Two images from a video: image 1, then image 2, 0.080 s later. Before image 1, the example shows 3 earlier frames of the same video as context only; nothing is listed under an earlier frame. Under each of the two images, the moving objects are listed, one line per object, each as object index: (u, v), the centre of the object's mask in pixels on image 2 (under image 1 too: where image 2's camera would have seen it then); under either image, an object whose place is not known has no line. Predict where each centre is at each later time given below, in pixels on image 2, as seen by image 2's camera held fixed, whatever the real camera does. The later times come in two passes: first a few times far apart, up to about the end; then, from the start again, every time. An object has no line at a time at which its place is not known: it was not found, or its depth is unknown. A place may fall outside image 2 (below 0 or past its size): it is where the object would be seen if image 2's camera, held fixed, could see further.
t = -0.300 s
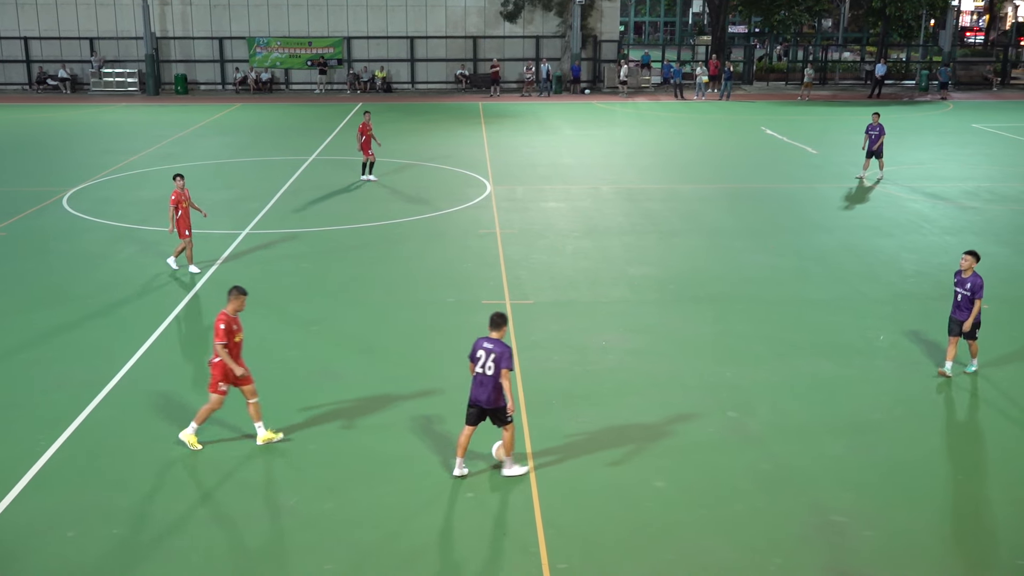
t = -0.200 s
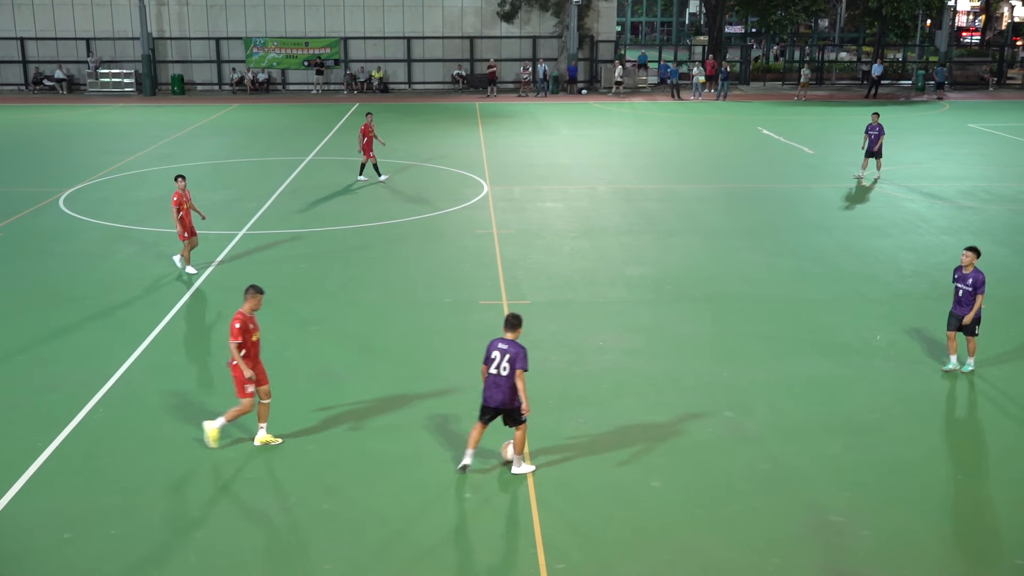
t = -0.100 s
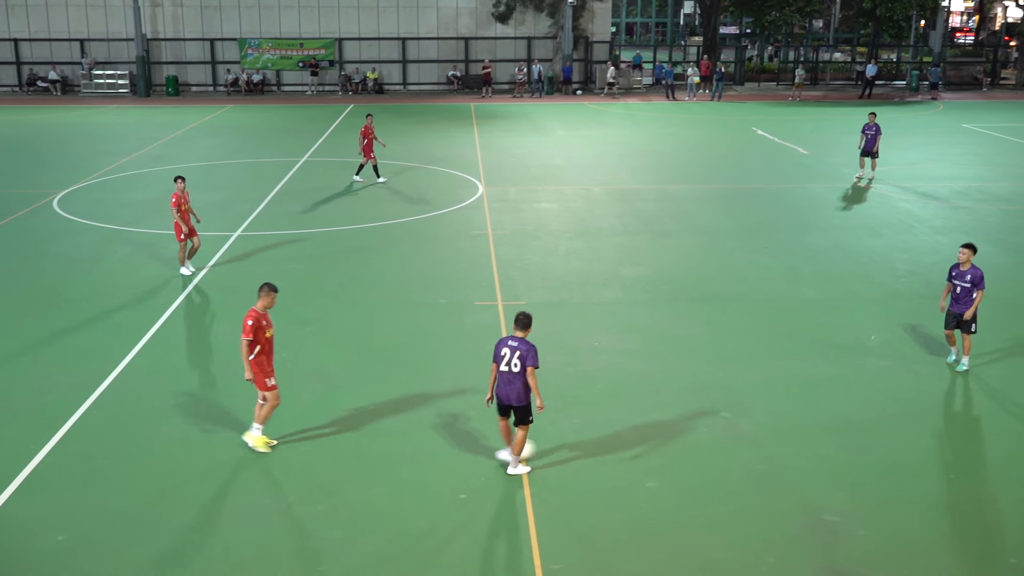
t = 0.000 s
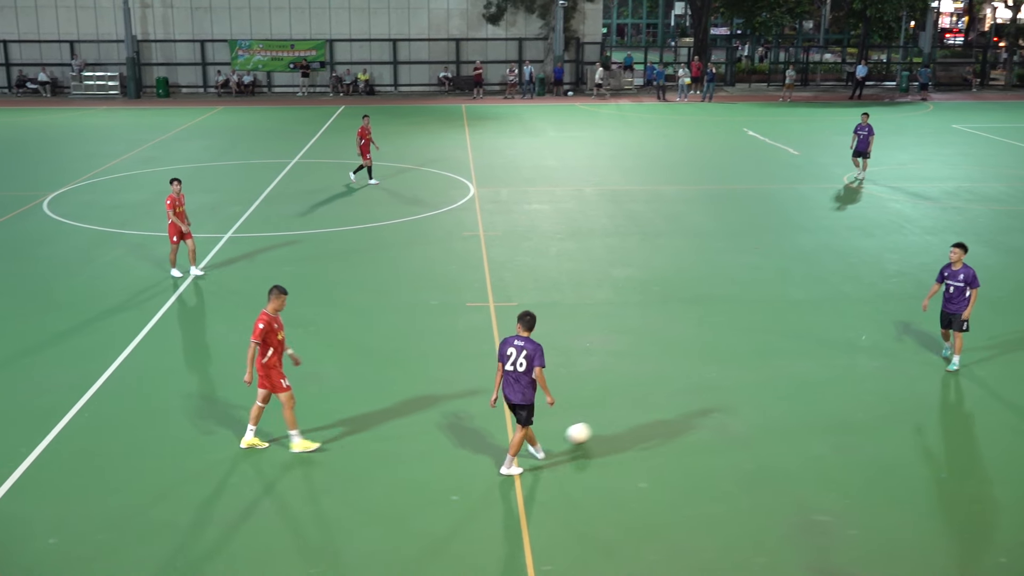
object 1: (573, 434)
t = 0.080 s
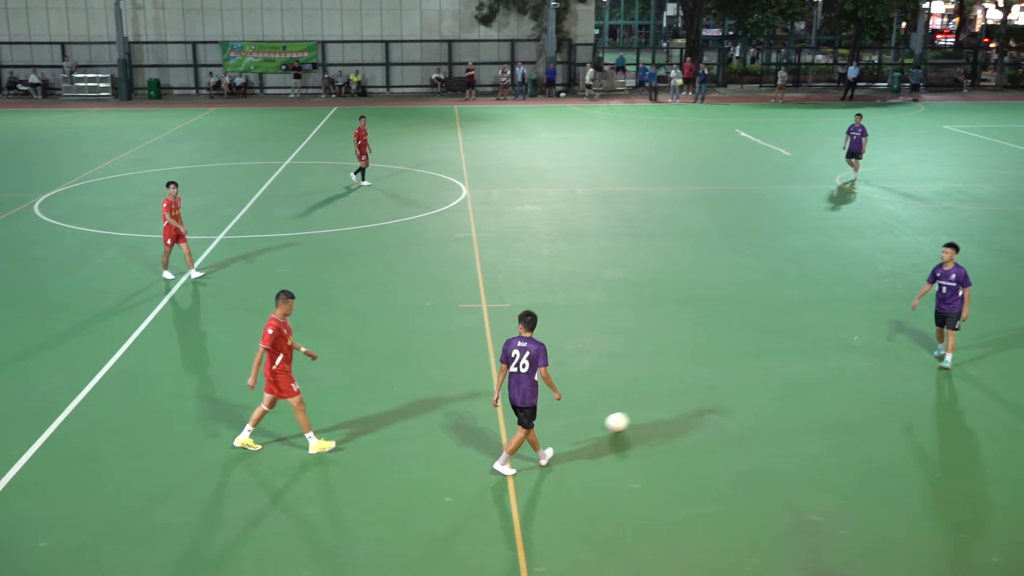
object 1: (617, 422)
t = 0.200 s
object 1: (673, 406)
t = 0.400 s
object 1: (747, 387)
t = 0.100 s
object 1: (627, 419)
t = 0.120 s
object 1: (637, 417)
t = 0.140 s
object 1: (647, 414)
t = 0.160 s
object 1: (656, 411)
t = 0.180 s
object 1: (664, 409)
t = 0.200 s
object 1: (673, 406)
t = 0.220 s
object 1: (681, 404)
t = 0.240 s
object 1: (689, 402)
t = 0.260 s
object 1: (698, 400)
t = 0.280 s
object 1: (705, 398)
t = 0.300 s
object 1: (713, 396)
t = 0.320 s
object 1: (720, 394)
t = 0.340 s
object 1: (727, 393)
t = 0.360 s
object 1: (734, 391)
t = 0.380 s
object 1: (741, 389)
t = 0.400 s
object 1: (747, 387)
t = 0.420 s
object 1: (754, 386)
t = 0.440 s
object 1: (760, 384)
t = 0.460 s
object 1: (766, 382)
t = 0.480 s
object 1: (772, 381)
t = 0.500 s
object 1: (778, 380)
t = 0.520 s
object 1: (783, 379)
